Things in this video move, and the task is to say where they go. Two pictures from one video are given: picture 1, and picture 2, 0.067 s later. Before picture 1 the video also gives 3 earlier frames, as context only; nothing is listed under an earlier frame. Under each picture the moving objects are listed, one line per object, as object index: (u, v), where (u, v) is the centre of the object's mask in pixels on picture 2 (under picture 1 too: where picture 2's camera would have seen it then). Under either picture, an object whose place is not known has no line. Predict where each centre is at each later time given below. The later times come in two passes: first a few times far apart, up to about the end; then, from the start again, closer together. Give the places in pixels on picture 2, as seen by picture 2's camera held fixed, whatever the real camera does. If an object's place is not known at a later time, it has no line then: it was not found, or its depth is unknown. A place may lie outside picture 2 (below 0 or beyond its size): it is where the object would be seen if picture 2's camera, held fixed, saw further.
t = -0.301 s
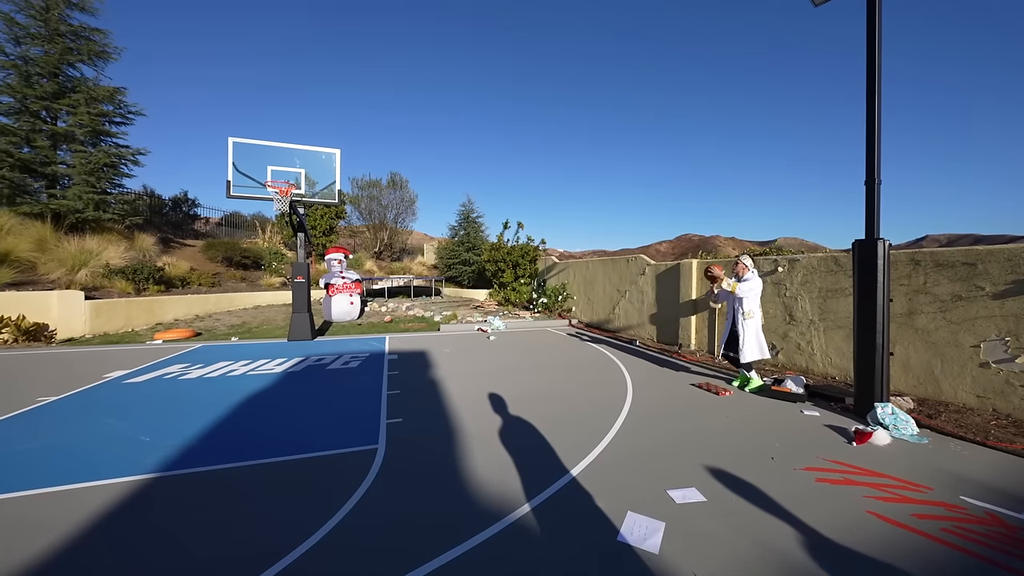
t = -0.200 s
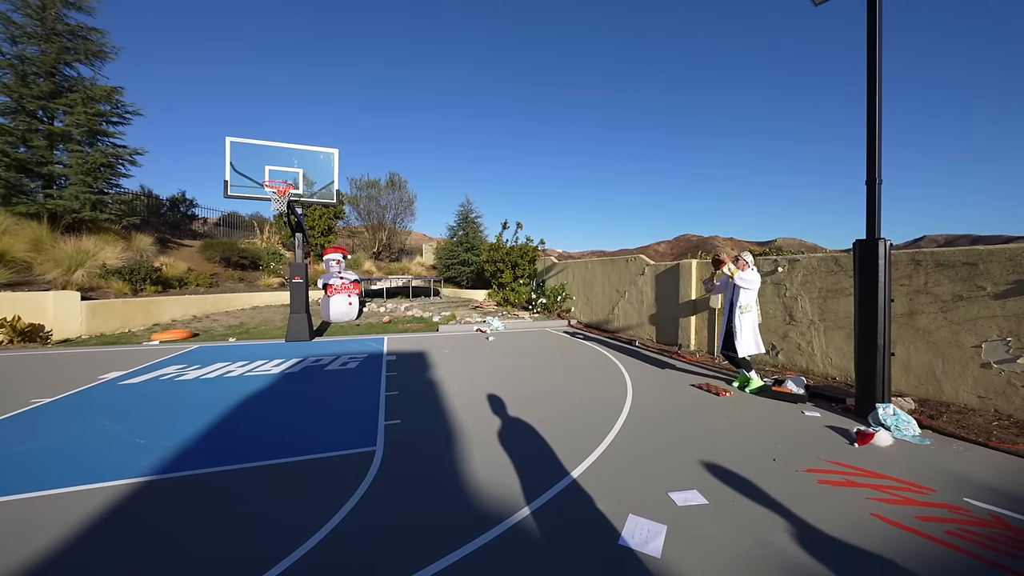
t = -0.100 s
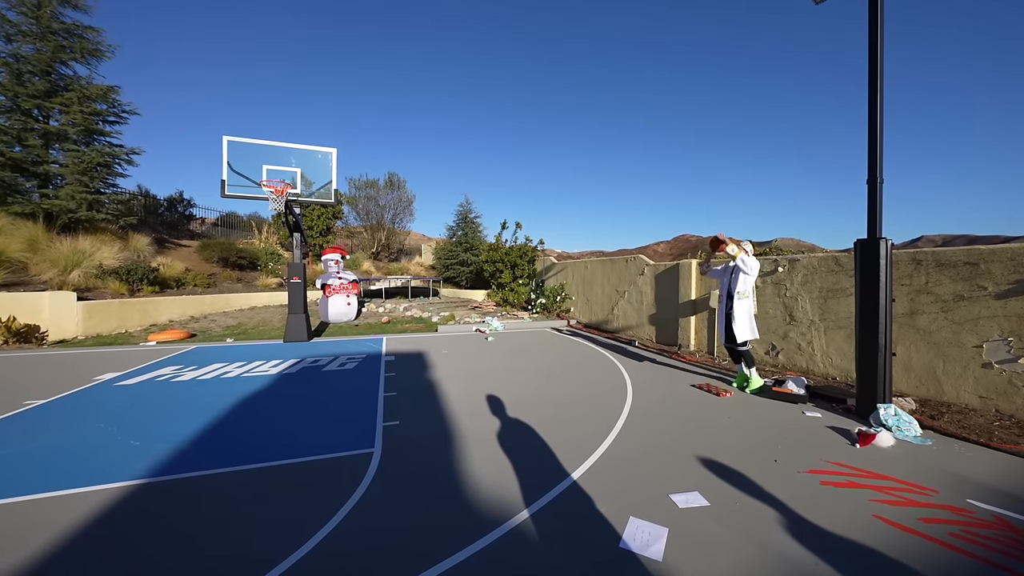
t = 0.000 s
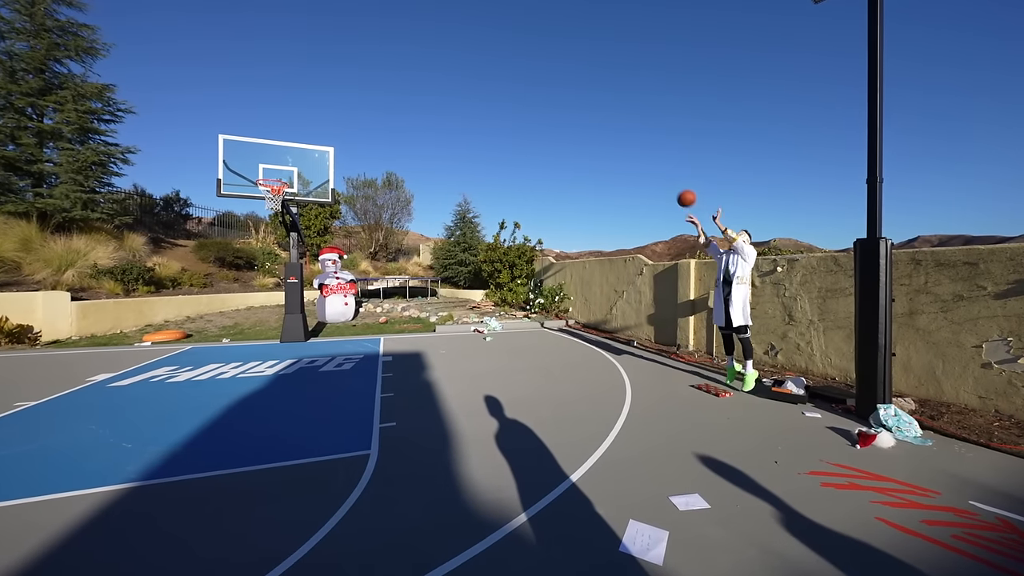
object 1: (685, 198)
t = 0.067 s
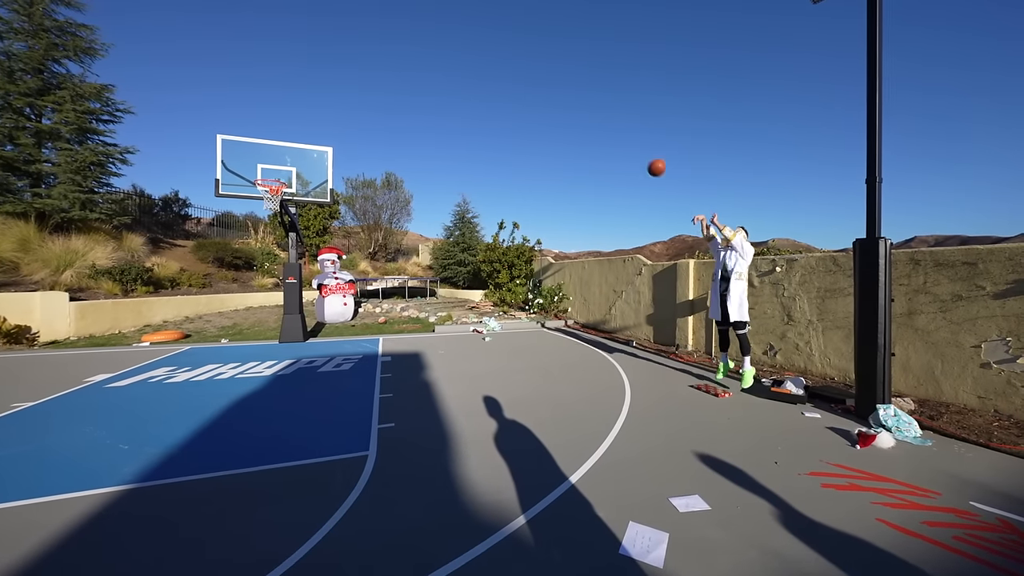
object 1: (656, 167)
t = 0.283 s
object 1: (568, 94)
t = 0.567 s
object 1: (464, 55)
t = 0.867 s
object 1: (370, 72)
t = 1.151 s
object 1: (294, 134)
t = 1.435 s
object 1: (275, 190)
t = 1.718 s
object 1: (264, 241)
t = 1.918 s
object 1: (258, 304)
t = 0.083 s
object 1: (650, 161)
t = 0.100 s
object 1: (642, 154)
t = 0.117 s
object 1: (635, 147)
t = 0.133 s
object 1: (629, 140)
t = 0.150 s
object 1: (621, 134)
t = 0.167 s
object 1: (614, 129)
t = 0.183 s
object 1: (608, 123)
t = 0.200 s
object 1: (601, 117)
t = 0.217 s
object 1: (594, 112)
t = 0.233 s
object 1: (588, 107)
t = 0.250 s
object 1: (581, 102)
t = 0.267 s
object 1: (575, 98)
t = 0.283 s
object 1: (568, 94)
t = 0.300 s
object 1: (562, 89)
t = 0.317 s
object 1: (555, 86)
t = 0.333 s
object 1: (549, 82)
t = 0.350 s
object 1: (542, 79)
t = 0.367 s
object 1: (536, 76)
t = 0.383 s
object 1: (529, 73)
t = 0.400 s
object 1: (523, 70)
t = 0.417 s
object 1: (517, 68)
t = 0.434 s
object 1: (511, 66)
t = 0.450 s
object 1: (505, 64)
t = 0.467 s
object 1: (499, 62)
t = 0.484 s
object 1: (493, 60)
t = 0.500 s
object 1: (487, 58)
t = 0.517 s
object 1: (481, 58)
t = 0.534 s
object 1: (475, 57)
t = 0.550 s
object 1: (470, 56)
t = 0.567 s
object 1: (464, 55)
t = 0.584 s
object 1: (458, 54)
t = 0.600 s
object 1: (453, 54)
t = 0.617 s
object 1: (447, 54)
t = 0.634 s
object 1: (442, 54)
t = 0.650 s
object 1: (436, 54)
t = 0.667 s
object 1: (431, 54)
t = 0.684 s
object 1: (426, 55)
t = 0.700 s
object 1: (421, 56)
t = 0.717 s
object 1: (415, 56)
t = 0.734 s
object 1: (410, 58)
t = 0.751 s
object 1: (405, 59)
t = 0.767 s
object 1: (400, 60)
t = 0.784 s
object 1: (395, 62)
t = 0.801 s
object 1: (390, 64)
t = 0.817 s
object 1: (385, 66)
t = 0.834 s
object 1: (380, 68)
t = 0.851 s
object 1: (375, 70)
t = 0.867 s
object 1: (370, 72)
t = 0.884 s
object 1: (365, 75)
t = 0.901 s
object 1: (361, 77)
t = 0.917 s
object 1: (356, 80)
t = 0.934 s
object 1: (351, 83)
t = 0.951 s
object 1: (346, 86)
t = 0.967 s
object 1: (342, 90)
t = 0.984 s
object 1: (337, 93)
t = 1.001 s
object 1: (333, 97)
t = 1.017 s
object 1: (328, 100)
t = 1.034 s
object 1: (324, 104)
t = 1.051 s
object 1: (319, 108)
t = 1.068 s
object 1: (315, 112)
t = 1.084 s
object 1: (311, 116)
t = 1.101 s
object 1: (306, 121)
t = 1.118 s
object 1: (302, 126)
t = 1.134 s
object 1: (298, 130)
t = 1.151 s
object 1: (294, 134)
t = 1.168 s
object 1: (289, 140)
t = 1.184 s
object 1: (285, 145)
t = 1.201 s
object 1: (280, 150)
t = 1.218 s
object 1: (276, 155)
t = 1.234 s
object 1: (272, 160)
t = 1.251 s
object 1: (268, 166)
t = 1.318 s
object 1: (264, 183)
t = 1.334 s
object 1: (268, 184)
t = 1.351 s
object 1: (272, 187)
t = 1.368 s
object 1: (276, 187)
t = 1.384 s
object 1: (274, 189)
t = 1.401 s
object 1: (274, 188)
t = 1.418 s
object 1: (274, 189)
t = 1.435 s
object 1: (275, 190)
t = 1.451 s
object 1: (275, 195)
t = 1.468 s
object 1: (274, 197)
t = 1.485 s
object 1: (274, 202)
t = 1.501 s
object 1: (273, 202)
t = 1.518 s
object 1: (272, 204)
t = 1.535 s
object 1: (272, 206)
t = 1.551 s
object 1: (272, 208)
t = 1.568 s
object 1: (272, 211)
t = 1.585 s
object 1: (271, 214)
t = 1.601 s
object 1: (271, 217)
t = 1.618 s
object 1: (270, 220)
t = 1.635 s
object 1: (270, 223)
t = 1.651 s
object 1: (269, 226)
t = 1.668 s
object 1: (266, 229)
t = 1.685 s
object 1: (265, 233)
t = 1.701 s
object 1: (264, 237)
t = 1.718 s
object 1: (264, 241)
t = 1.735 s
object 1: (263, 245)
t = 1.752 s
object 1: (262, 250)
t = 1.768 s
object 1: (262, 255)
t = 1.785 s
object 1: (261, 260)
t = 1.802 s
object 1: (261, 264)
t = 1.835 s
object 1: (259, 275)
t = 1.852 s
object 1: (259, 280)
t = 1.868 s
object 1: (259, 286)
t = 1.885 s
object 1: (259, 292)
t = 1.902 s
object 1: (259, 298)
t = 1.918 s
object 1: (258, 304)
